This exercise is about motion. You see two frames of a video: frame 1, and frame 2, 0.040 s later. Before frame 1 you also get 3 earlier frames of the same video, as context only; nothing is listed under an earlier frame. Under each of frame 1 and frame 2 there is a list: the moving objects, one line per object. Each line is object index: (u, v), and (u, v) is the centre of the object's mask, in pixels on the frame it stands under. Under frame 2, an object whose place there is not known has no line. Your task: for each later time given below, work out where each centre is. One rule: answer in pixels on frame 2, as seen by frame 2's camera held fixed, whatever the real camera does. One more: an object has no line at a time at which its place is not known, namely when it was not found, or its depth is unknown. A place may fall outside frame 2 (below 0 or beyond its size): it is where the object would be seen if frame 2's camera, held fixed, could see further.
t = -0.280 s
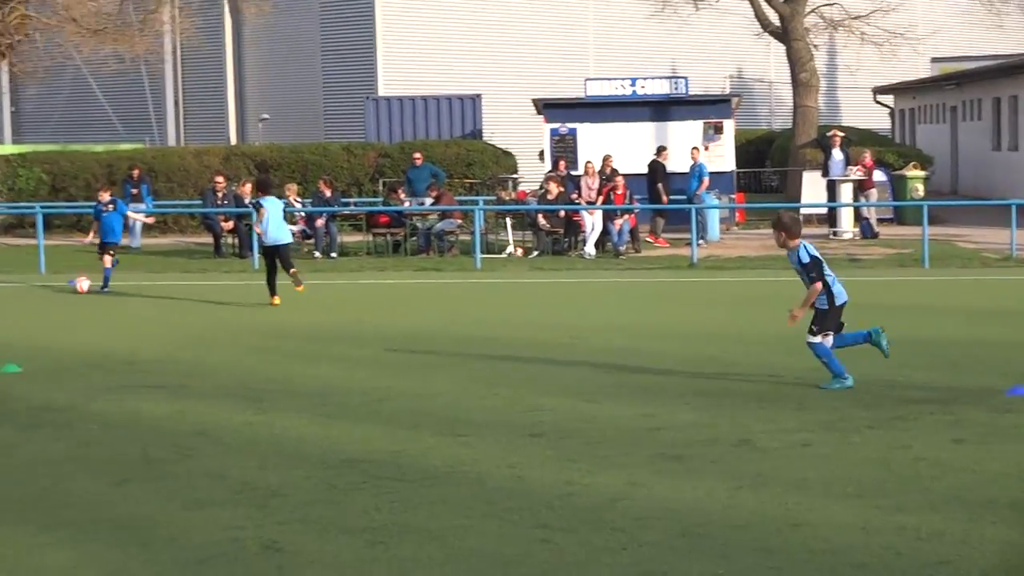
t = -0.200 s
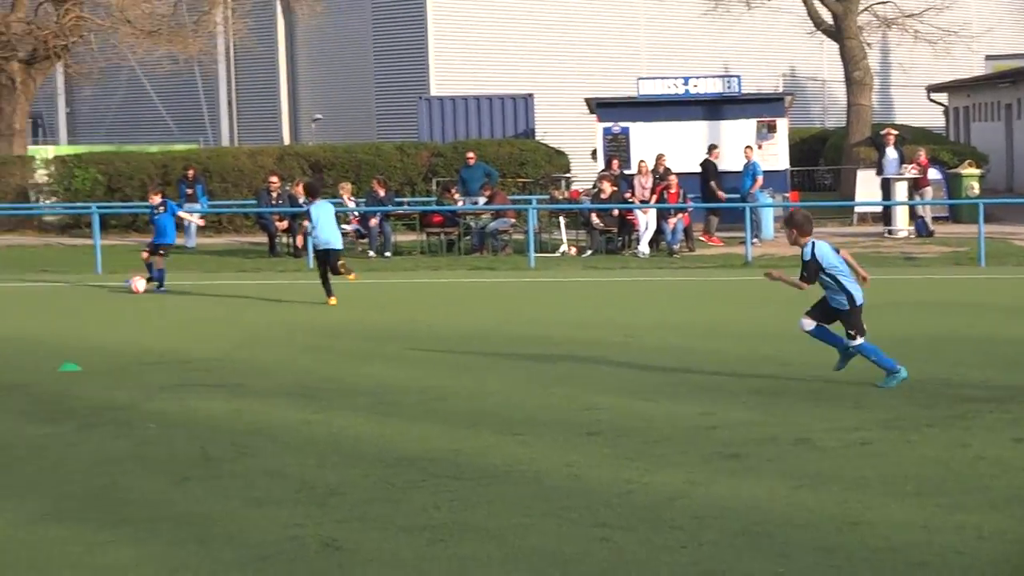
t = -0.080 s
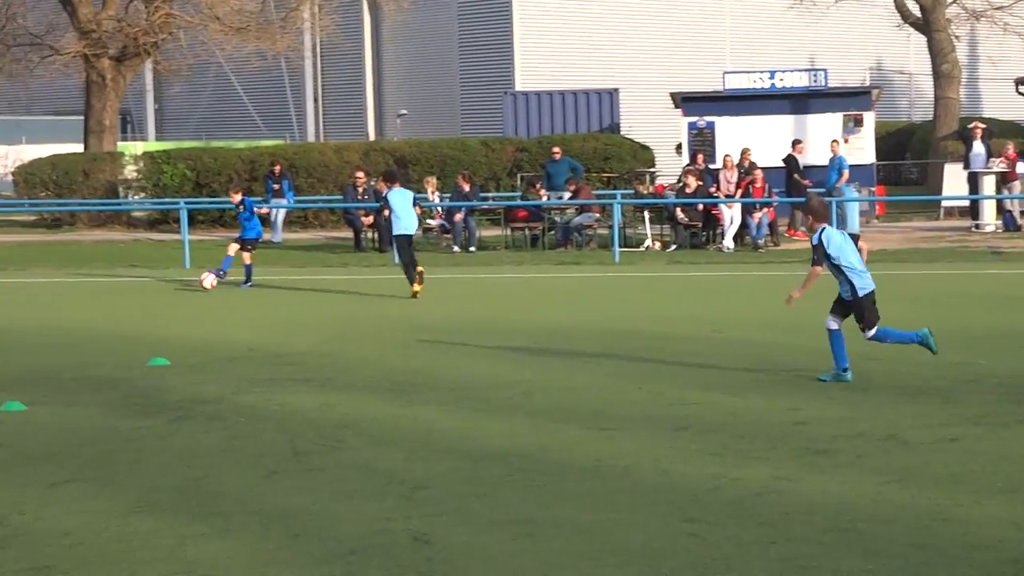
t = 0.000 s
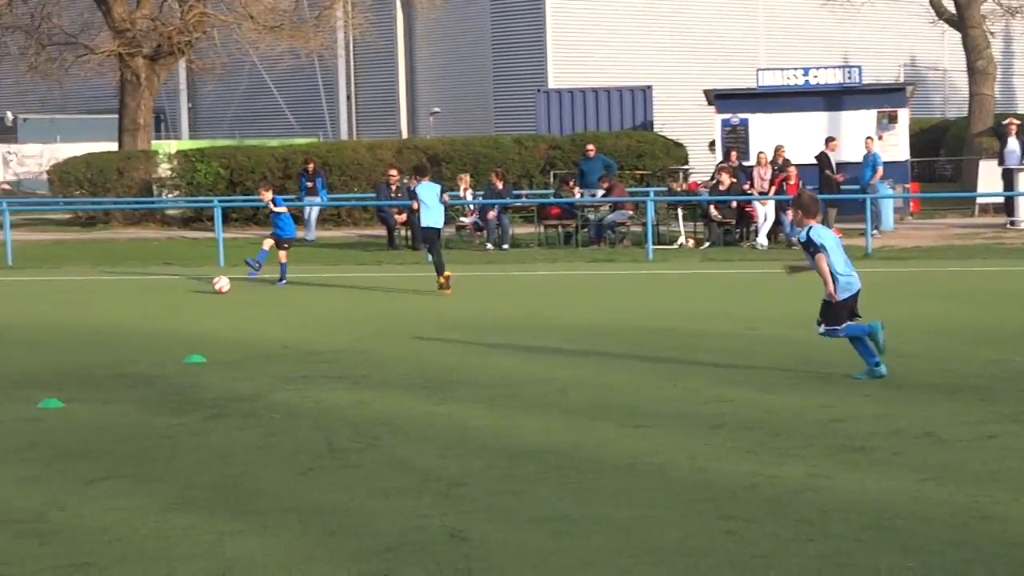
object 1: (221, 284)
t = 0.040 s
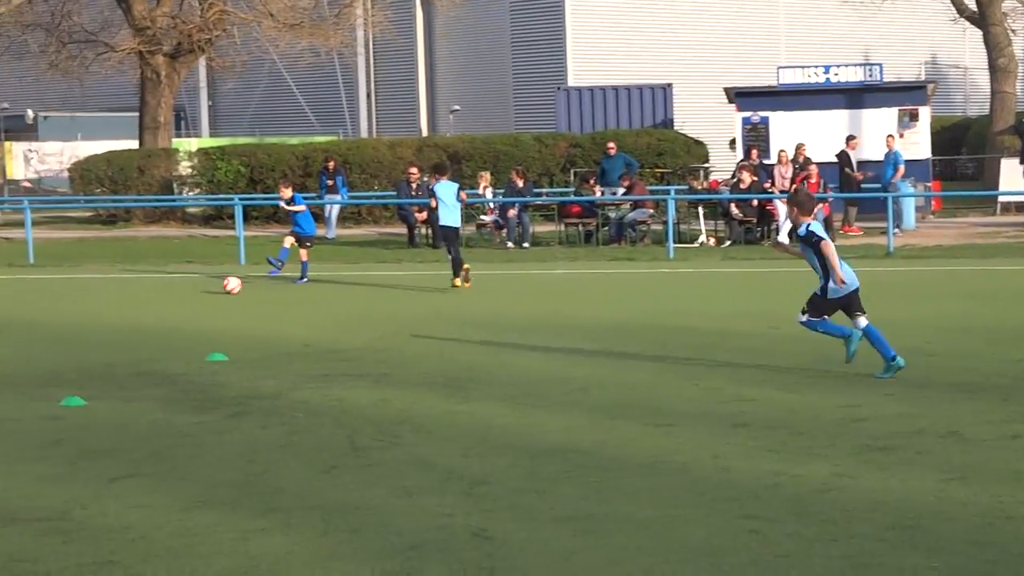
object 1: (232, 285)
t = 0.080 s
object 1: (228, 285)
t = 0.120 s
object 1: (221, 287)
